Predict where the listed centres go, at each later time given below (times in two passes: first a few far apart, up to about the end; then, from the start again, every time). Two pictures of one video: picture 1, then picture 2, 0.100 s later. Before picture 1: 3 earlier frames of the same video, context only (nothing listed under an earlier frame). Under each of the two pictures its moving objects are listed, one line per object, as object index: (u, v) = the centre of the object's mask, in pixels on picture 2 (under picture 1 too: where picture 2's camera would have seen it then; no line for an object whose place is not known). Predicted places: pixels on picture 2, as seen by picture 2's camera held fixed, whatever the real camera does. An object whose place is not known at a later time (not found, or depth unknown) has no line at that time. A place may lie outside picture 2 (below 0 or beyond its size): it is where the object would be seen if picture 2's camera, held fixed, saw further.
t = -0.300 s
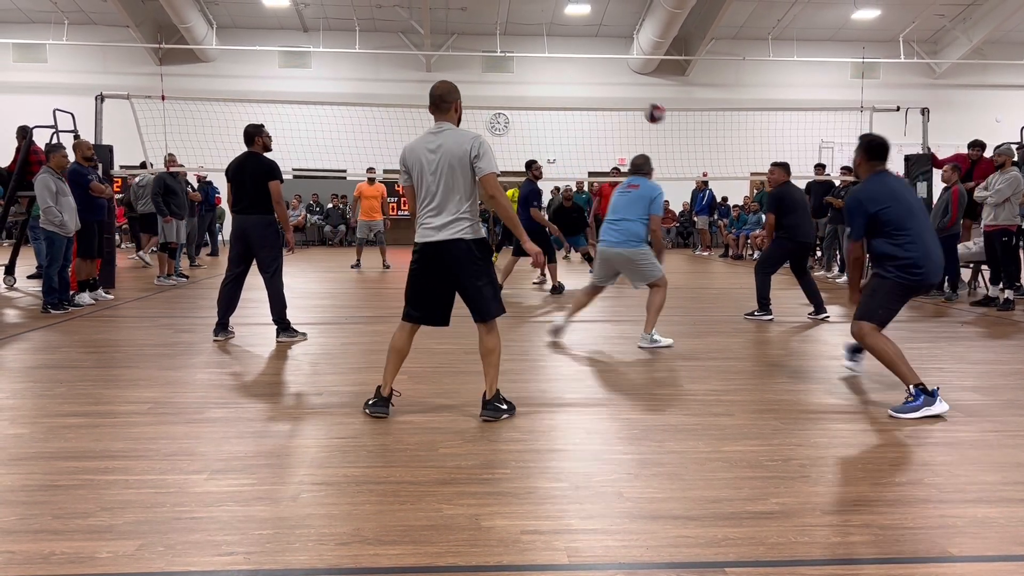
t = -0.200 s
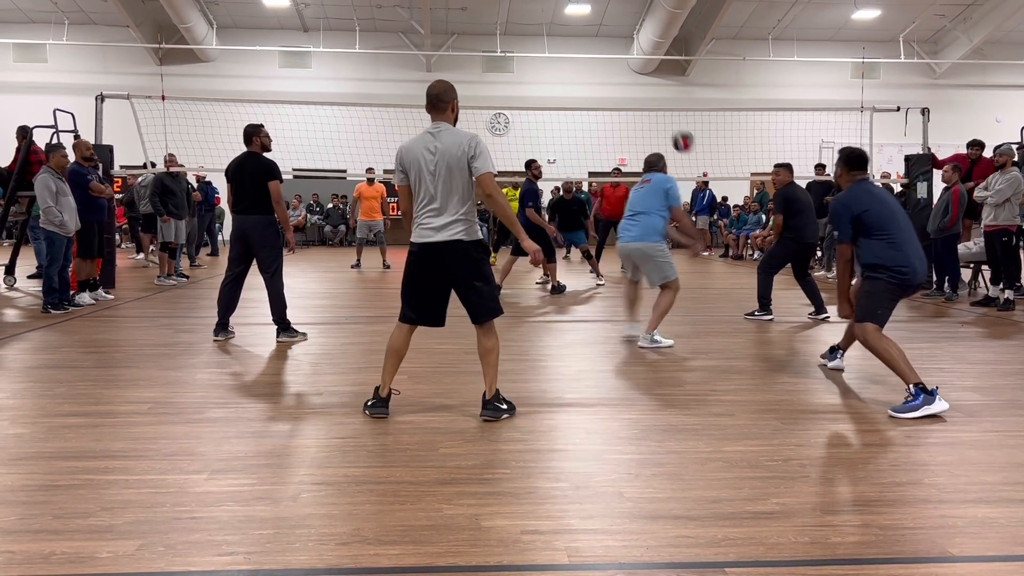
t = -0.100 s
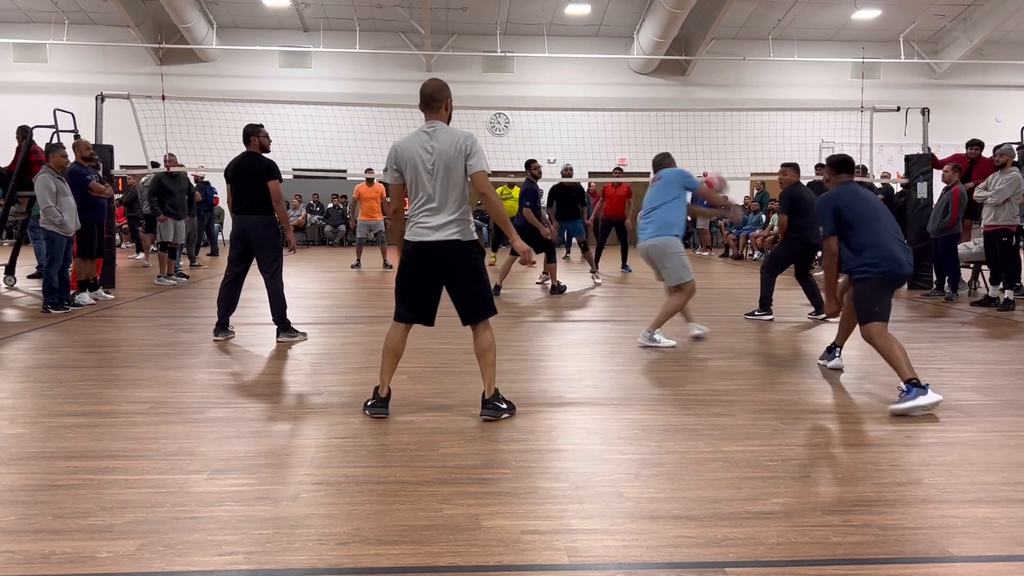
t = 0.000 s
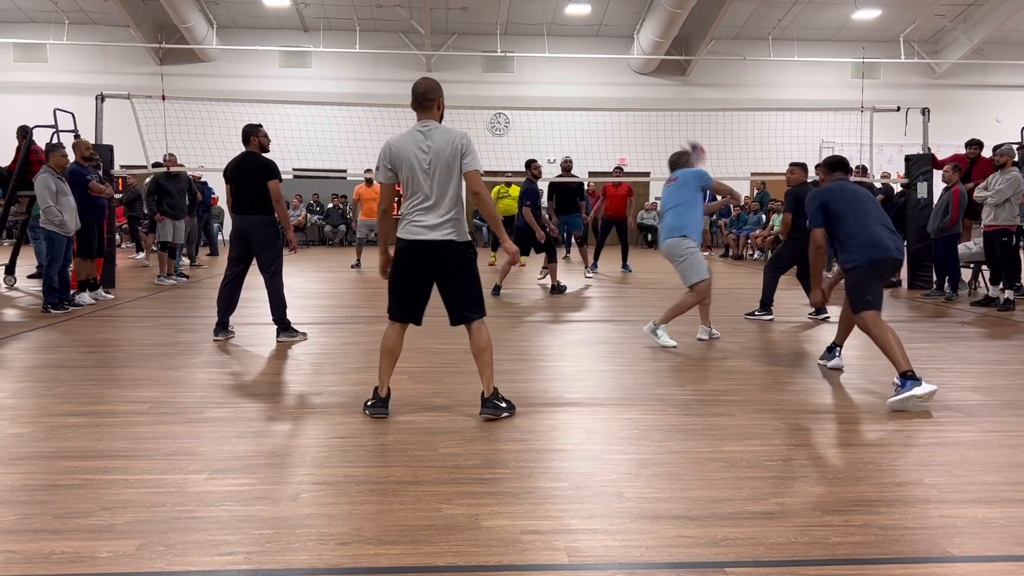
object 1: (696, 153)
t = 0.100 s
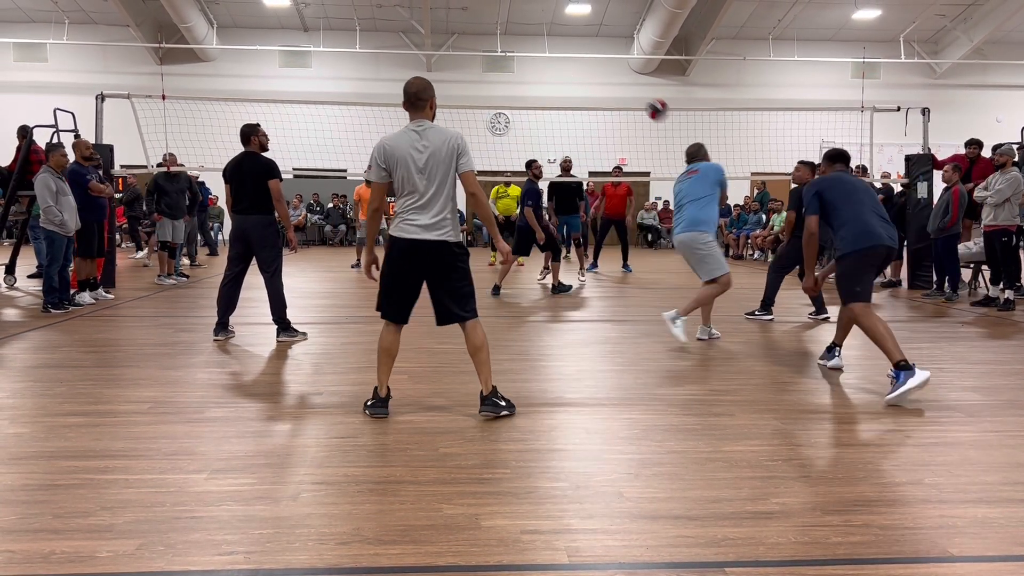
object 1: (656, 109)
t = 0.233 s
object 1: (616, 77)
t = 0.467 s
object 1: (559, 67)
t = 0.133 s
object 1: (646, 99)
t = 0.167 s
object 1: (636, 90)
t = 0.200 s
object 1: (626, 83)
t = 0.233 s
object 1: (616, 77)
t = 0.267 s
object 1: (607, 72)
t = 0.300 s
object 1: (598, 68)
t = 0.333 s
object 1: (590, 66)
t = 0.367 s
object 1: (582, 65)
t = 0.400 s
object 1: (574, 64)
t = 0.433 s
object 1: (567, 65)
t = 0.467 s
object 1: (559, 67)
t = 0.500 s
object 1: (553, 69)
